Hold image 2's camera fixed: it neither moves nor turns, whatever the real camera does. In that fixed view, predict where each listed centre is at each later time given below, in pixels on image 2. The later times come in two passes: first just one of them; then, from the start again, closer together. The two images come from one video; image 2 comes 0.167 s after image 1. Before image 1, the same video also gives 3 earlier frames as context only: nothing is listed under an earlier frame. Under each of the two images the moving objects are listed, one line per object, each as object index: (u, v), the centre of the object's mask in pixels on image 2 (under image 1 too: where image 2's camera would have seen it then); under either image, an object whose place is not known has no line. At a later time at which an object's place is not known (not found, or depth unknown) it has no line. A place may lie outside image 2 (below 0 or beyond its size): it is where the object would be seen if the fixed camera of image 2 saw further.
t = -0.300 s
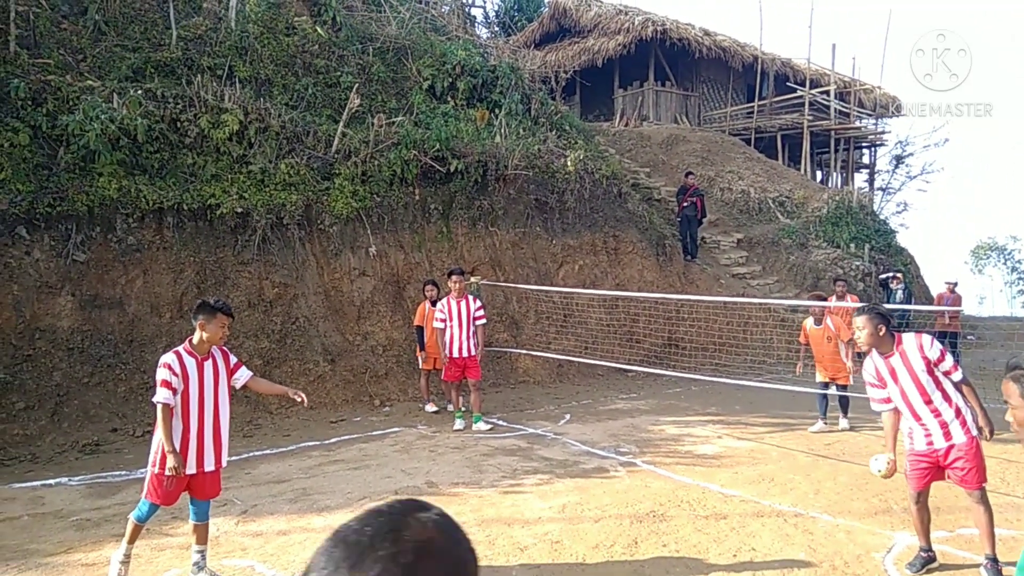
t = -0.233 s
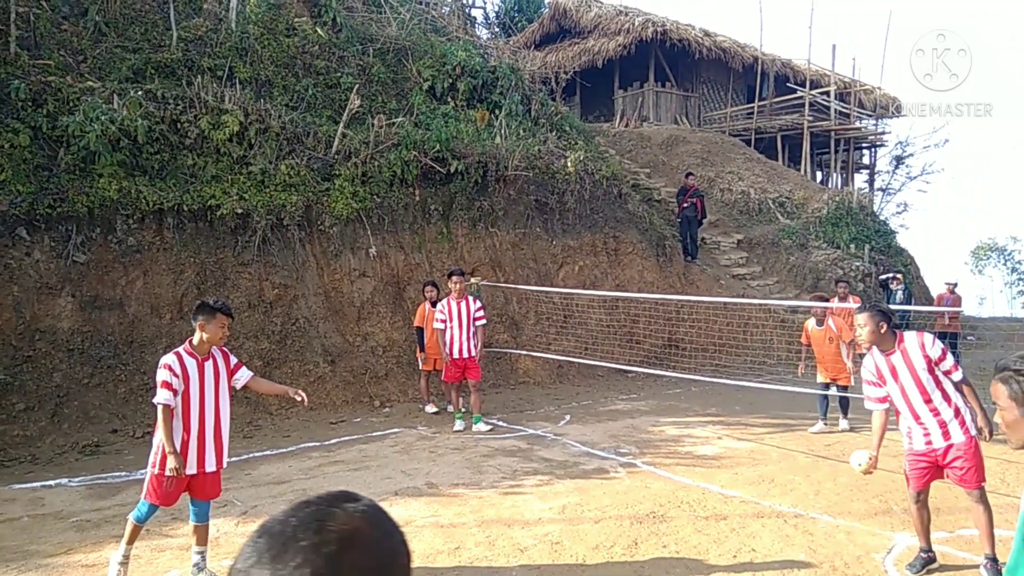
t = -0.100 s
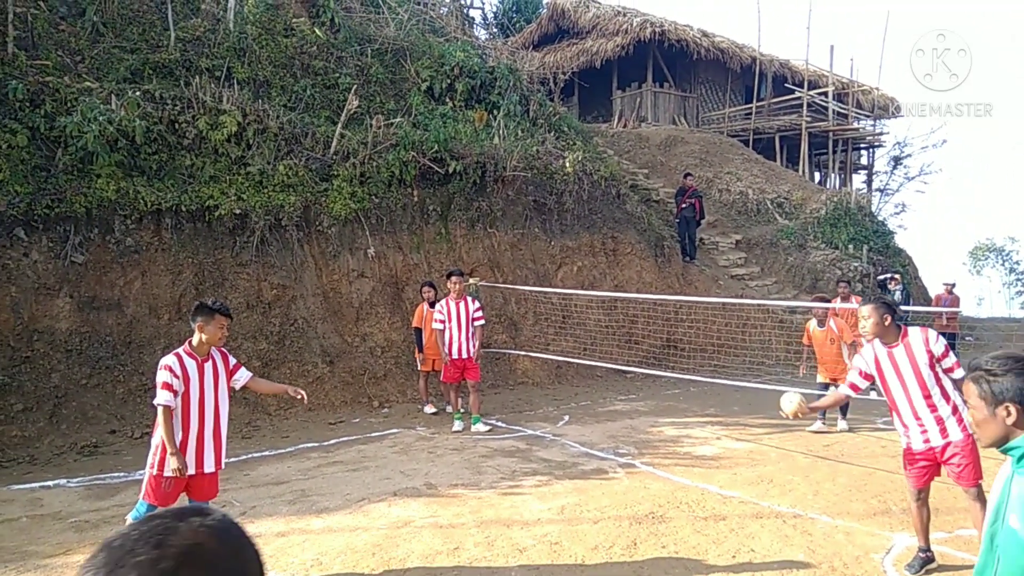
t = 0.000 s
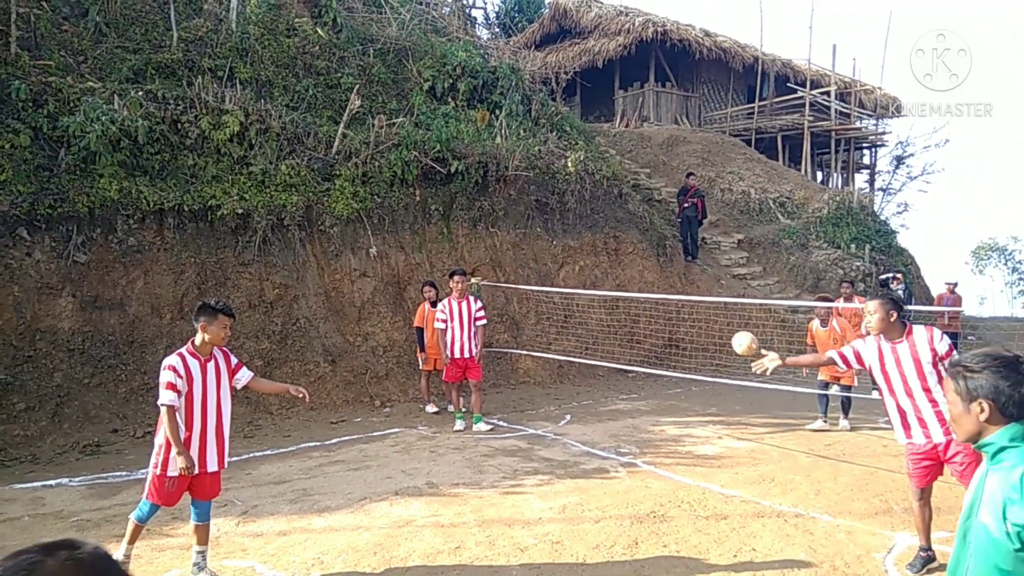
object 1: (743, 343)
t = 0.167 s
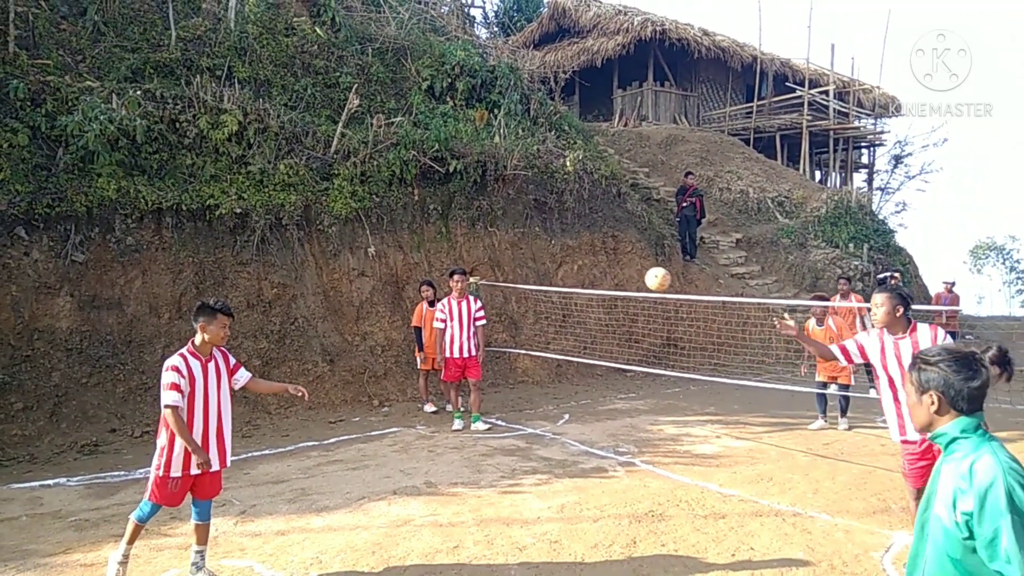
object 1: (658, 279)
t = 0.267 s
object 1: (606, 263)
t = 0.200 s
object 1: (641, 272)
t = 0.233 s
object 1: (623, 267)
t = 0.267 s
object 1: (606, 263)
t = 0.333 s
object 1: (570, 262)
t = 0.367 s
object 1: (553, 265)
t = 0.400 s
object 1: (535, 270)
